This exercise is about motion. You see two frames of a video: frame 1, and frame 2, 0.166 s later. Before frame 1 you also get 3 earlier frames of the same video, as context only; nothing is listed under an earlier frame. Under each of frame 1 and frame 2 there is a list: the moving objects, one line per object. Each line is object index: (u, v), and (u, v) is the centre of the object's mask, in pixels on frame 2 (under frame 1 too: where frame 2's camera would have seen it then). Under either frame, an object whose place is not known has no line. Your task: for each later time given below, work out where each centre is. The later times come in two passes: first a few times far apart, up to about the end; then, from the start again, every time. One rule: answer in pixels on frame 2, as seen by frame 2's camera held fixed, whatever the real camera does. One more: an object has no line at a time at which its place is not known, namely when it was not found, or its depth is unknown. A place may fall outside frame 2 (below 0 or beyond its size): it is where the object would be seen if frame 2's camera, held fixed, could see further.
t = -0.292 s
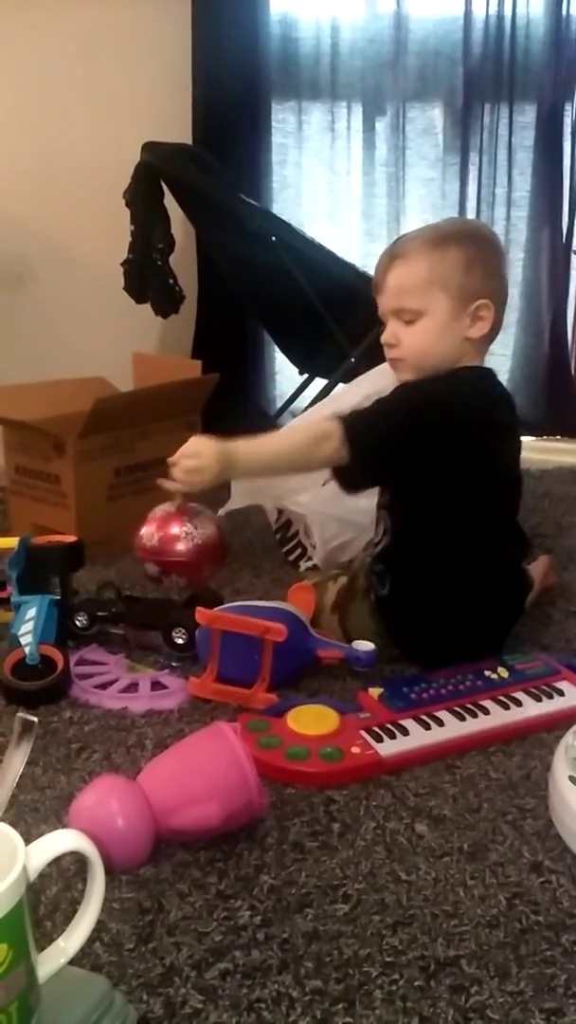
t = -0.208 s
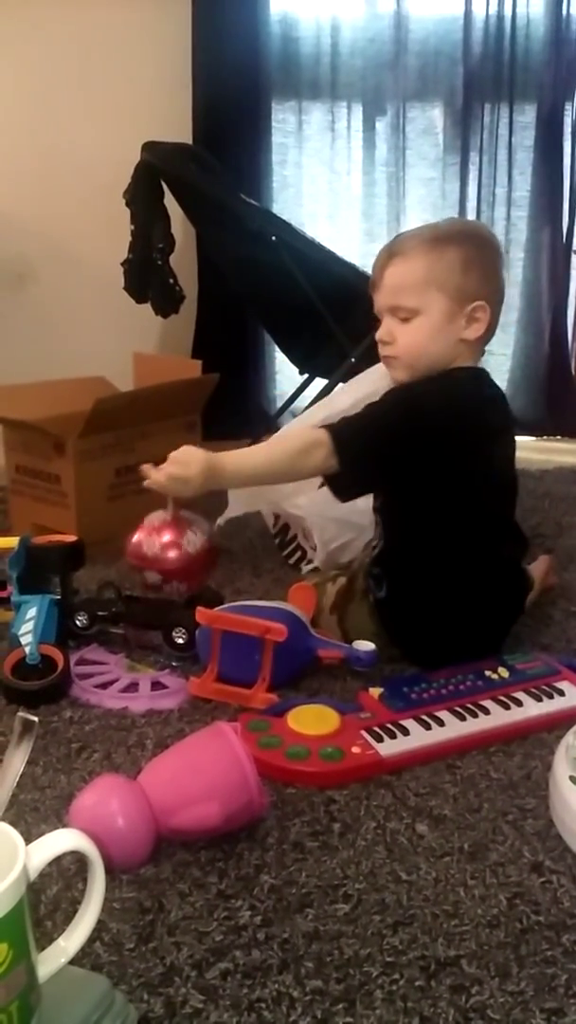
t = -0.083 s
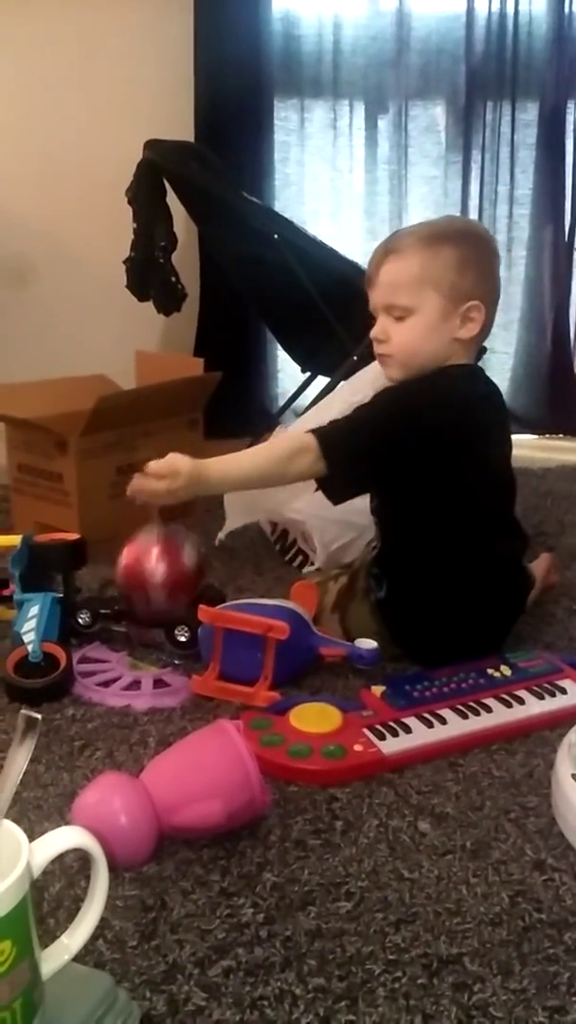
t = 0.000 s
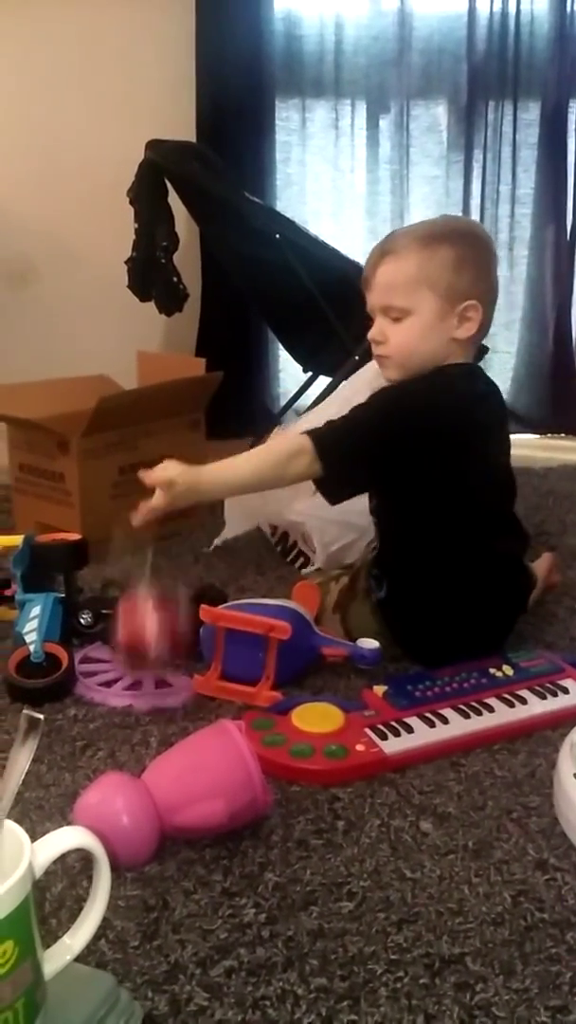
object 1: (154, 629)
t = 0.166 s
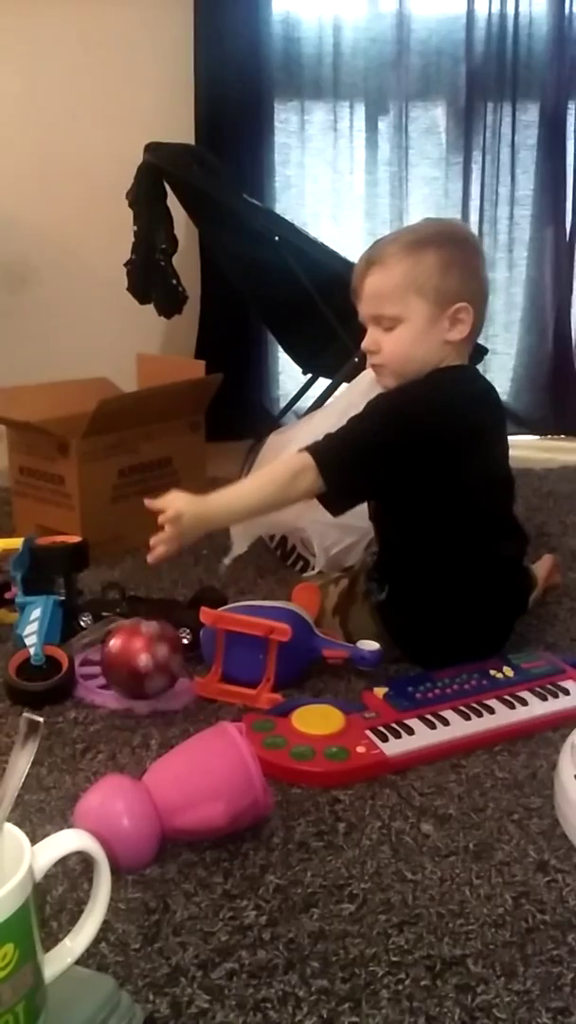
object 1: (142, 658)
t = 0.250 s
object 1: (136, 665)
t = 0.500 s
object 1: (118, 694)
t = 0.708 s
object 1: (117, 705)
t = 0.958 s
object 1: (119, 699)
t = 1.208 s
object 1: (124, 689)
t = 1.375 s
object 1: (131, 690)
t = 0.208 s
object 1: (140, 664)
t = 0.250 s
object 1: (136, 665)
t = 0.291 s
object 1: (132, 665)
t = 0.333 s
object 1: (128, 669)
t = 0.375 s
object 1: (125, 672)
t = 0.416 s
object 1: (123, 684)
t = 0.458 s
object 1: (119, 689)
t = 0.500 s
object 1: (118, 694)
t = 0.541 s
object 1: (117, 698)
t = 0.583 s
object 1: (117, 701)
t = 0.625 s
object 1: (116, 702)
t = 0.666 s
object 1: (117, 704)
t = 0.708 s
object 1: (117, 705)
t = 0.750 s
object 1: (117, 705)
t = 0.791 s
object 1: (117, 705)
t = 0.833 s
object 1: (117, 704)
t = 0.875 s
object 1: (118, 702)
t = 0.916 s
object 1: (118, 700)
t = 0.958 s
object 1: (119, 699)
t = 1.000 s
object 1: (119, 697)
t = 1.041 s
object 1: (121, 695)
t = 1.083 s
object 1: (122, 694)
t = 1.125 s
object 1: (122, 691)
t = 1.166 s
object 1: (123, 691)
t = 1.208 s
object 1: (124, 689)
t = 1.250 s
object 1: (126, 689)
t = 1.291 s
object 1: (128, 689)
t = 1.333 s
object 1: (130, 689)
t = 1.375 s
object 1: (131, 690)
